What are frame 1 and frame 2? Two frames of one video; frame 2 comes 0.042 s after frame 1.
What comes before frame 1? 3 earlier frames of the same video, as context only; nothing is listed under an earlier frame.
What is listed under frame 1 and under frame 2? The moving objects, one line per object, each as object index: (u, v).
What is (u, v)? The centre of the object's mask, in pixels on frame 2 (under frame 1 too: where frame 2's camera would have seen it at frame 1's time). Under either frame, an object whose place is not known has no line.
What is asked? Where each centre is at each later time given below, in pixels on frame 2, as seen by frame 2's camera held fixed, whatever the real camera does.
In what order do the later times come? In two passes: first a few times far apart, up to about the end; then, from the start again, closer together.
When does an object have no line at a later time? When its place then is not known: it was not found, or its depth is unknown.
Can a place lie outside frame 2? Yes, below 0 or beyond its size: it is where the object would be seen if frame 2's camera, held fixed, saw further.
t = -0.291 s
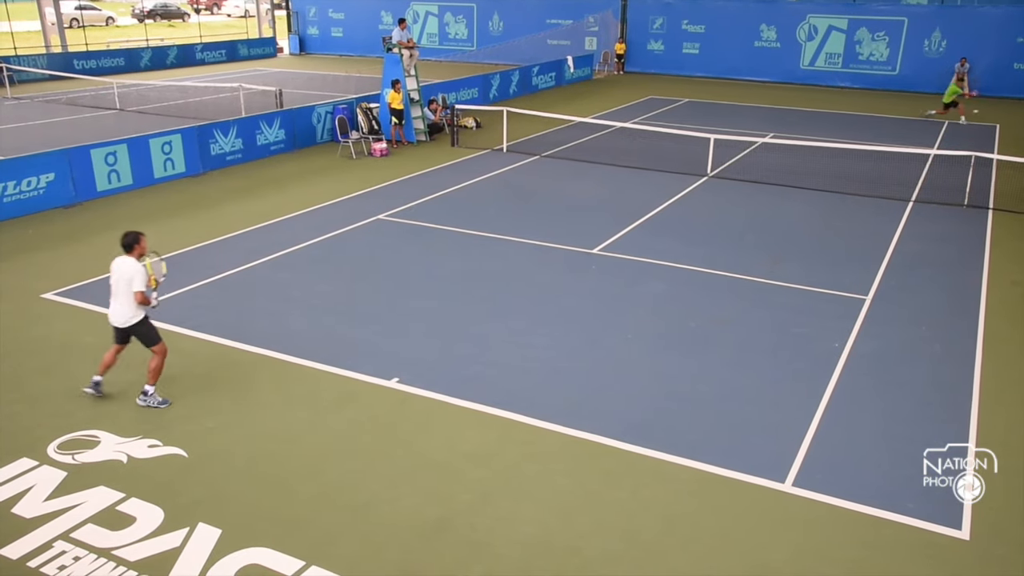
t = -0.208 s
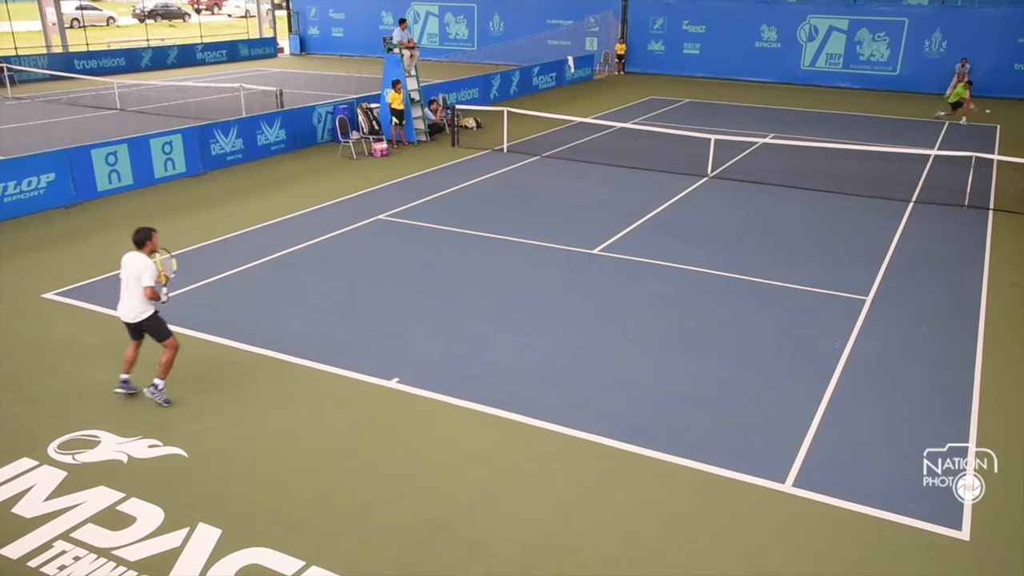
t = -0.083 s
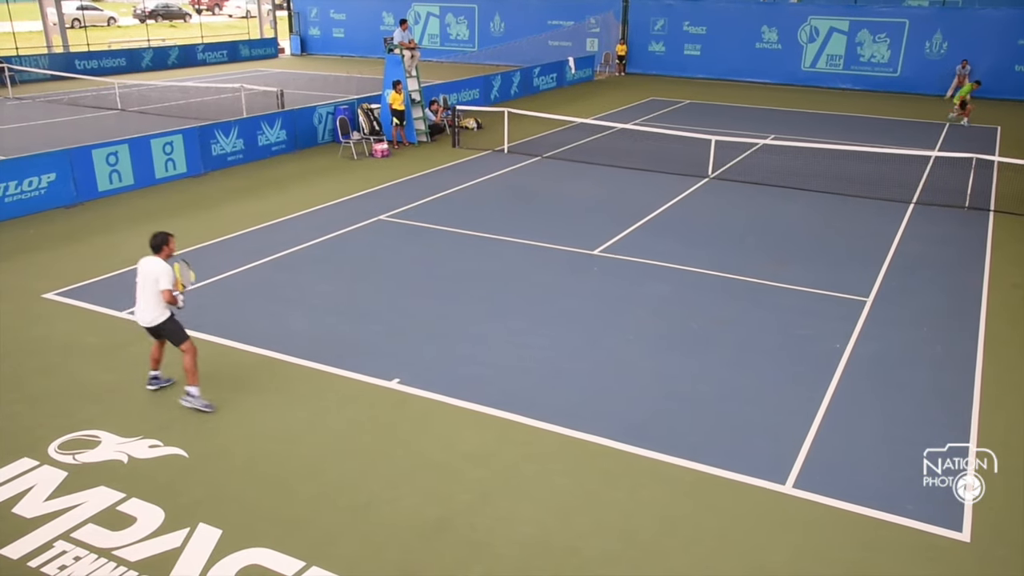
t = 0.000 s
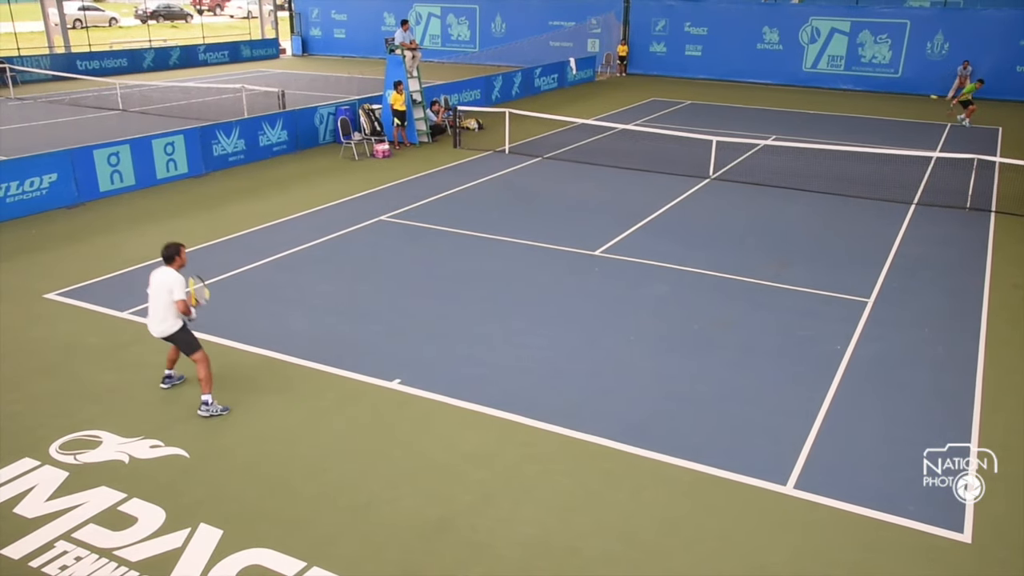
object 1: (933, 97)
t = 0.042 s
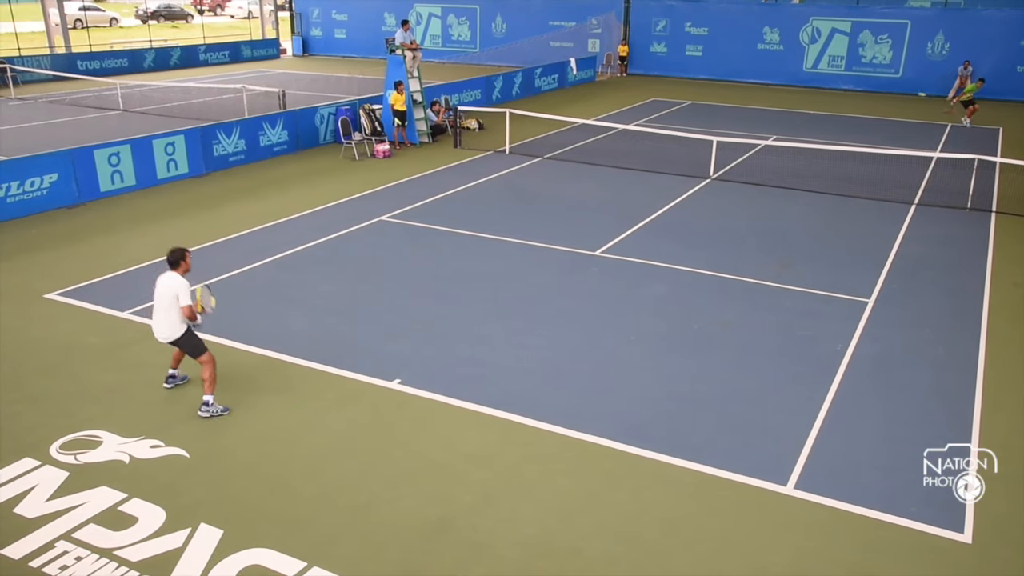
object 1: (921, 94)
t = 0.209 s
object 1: (868, 87)
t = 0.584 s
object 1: (720, 103)
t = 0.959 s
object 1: (517, 188)
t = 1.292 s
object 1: (287, 317)
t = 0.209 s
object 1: (868, 87)
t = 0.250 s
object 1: (854, 87)
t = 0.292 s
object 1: (839, 87)
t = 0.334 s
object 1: (824, 88)
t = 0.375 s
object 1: (808, 89)
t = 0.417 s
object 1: (792, 90)
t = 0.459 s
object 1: (775, 92)
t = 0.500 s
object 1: (758, 95)
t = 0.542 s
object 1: (740, 99)
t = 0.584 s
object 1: (720, 103)
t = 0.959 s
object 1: (517, 188)
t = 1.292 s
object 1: (287, 317)
